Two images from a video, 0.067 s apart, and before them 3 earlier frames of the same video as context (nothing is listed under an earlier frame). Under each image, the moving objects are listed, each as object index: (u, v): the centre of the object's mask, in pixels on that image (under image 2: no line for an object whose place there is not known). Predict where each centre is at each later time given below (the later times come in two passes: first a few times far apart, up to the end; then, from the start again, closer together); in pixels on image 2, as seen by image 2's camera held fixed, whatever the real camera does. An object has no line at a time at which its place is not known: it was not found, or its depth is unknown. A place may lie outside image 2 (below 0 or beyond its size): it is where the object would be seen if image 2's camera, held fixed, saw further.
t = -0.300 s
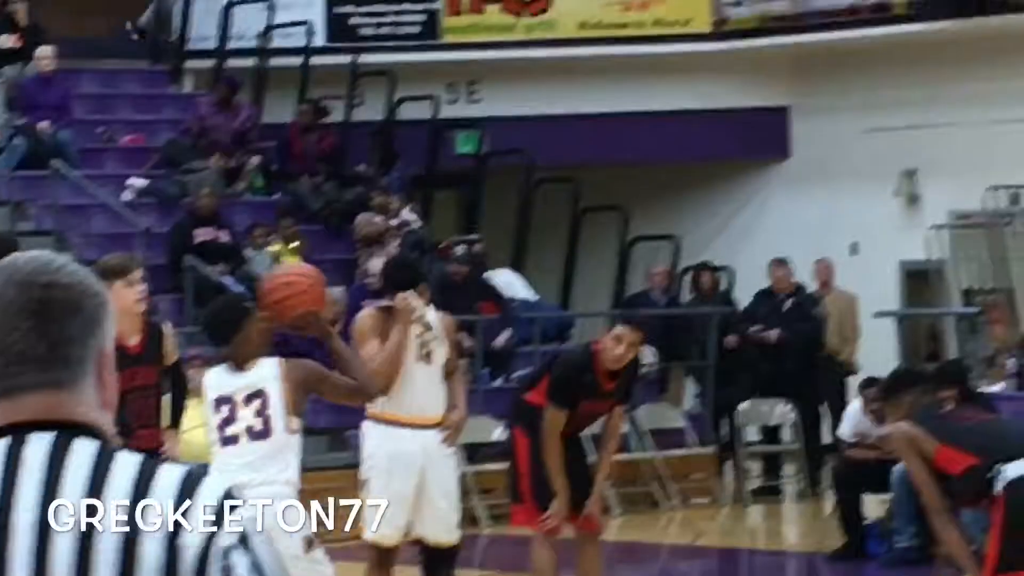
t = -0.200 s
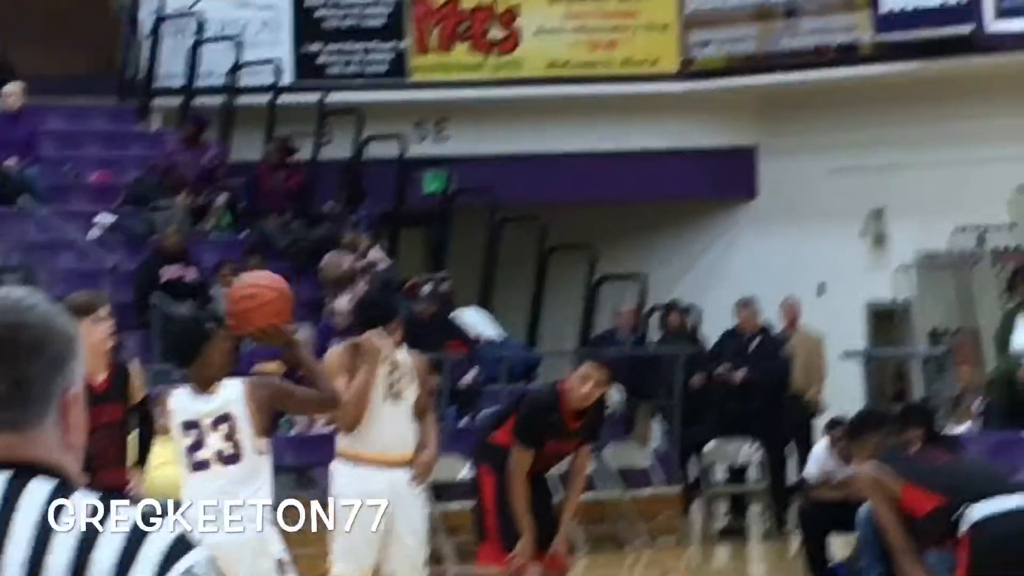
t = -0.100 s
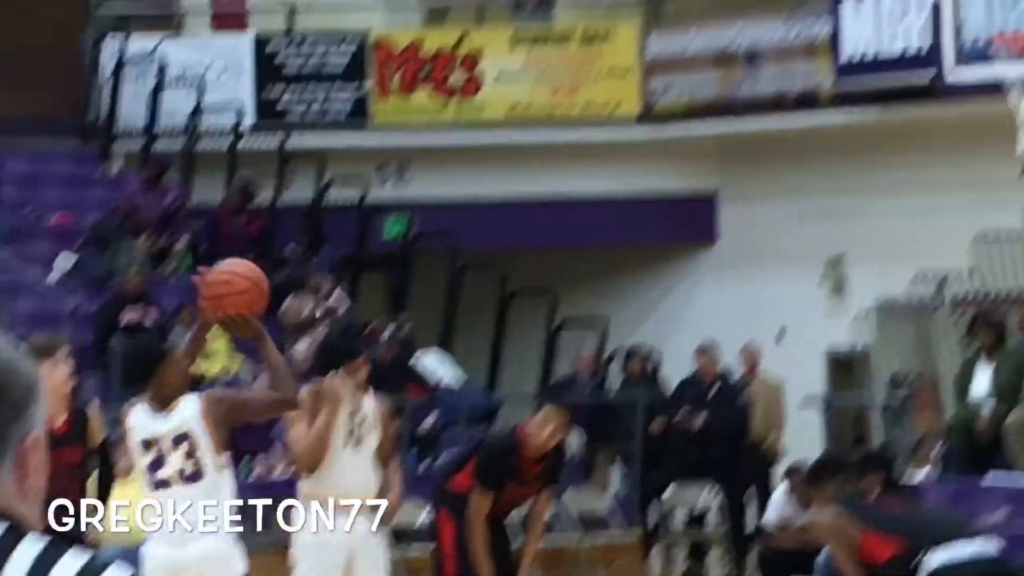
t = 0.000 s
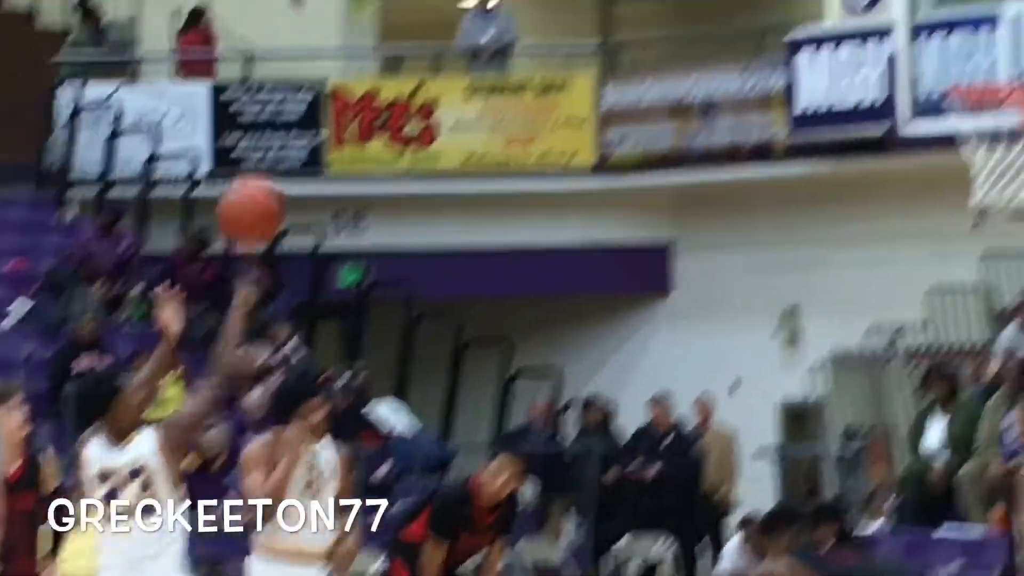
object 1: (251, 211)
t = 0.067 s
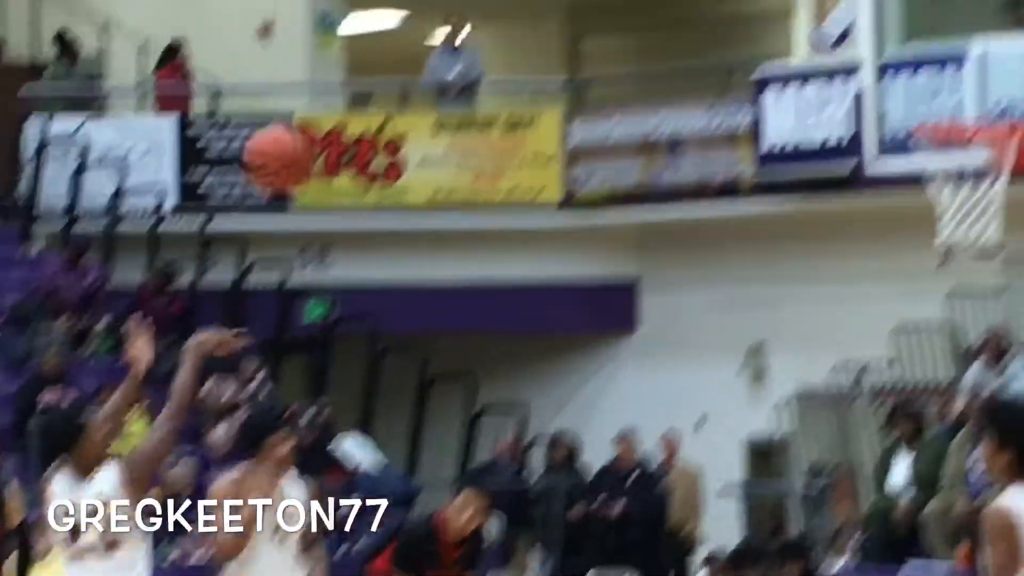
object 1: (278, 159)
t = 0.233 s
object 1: (420, 1)
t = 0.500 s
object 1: (629, -90)
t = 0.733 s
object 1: (796, -31)
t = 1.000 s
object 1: (949, 85)
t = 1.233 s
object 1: (991, 89)
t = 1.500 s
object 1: (970, 170)
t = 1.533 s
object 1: (976, 187)
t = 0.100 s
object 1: (307, 126)
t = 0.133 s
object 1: (336, 85)
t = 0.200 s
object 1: (393, 26)
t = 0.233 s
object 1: (420, 1)
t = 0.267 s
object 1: (447, -20)
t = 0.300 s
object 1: (474, -39)
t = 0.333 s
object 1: (502, -54)
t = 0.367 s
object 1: (528, -67)
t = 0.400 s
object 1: (554, -78)
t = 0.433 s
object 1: (579, -84)
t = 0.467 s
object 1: (604, -90)
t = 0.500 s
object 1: (629, -90)
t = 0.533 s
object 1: (654, -88)
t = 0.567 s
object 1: (678, -86)
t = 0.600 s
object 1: (702, -80)
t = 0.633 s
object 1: (725, -73)
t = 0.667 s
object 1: (748, -64)
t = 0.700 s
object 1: (772, -48)
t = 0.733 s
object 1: (796, -31)
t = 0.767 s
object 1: (818, -11)
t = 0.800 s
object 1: (839, 8)
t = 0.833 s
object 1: (865, 34)
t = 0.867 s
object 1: (886, 59)
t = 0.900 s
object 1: (907, 84)
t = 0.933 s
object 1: (924, 101)
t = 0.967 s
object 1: (937, 91)
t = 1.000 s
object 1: (949, 85)
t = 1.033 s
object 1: (961, 82)
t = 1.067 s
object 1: (973, 80)
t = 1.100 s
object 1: (985, 81)
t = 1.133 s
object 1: (998, 85)
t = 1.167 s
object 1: (1005, 88)
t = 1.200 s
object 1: (999, 88)
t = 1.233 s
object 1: (991, 89)
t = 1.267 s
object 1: (984, 93)
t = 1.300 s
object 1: (976, 98)
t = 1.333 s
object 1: (968, 102)
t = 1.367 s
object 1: (961, 108)
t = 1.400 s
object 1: (953, 132)
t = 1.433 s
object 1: (955, 144)
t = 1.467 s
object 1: (959, 154)
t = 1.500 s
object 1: (970, 170)
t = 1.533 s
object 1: (976, 187)
